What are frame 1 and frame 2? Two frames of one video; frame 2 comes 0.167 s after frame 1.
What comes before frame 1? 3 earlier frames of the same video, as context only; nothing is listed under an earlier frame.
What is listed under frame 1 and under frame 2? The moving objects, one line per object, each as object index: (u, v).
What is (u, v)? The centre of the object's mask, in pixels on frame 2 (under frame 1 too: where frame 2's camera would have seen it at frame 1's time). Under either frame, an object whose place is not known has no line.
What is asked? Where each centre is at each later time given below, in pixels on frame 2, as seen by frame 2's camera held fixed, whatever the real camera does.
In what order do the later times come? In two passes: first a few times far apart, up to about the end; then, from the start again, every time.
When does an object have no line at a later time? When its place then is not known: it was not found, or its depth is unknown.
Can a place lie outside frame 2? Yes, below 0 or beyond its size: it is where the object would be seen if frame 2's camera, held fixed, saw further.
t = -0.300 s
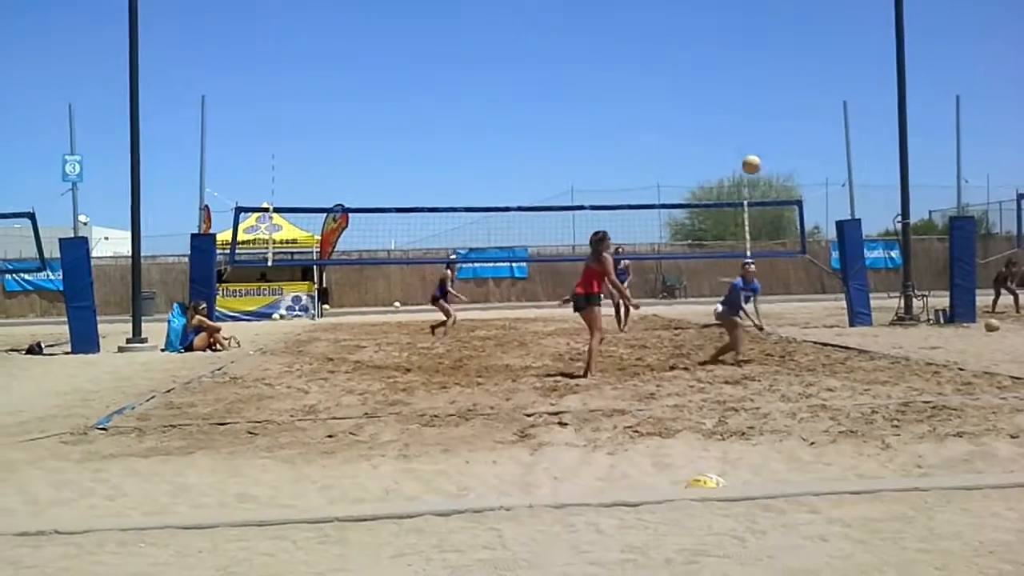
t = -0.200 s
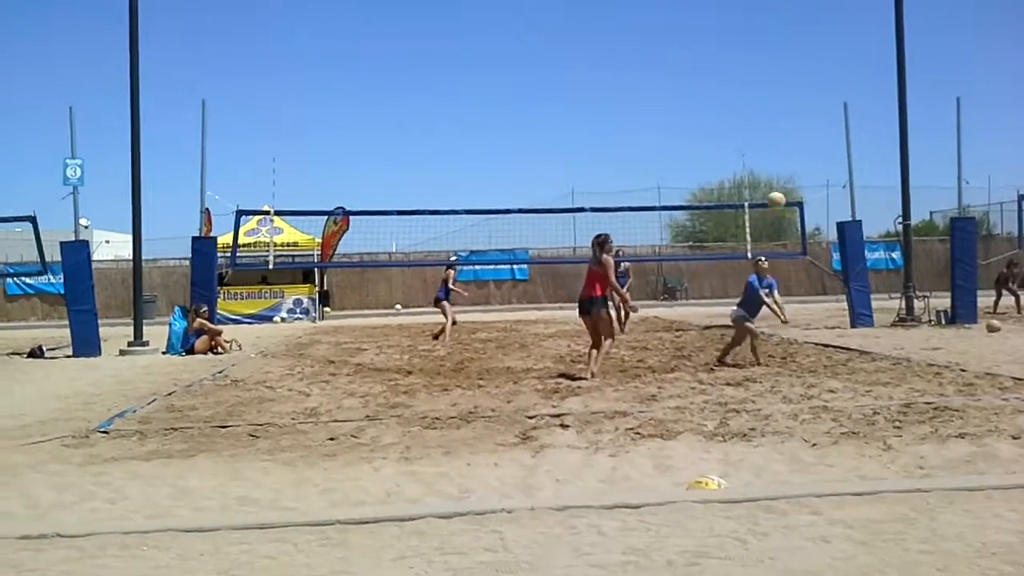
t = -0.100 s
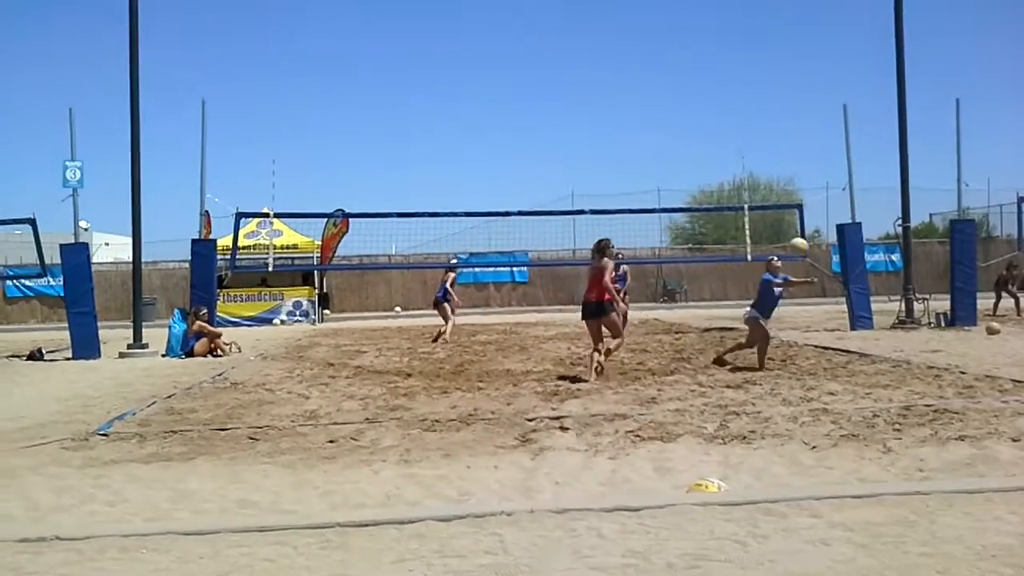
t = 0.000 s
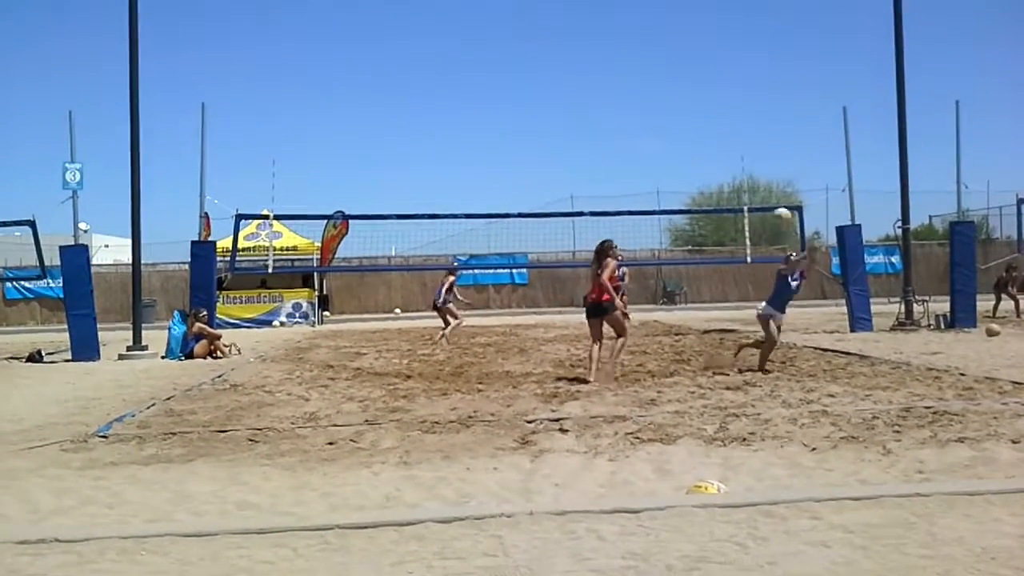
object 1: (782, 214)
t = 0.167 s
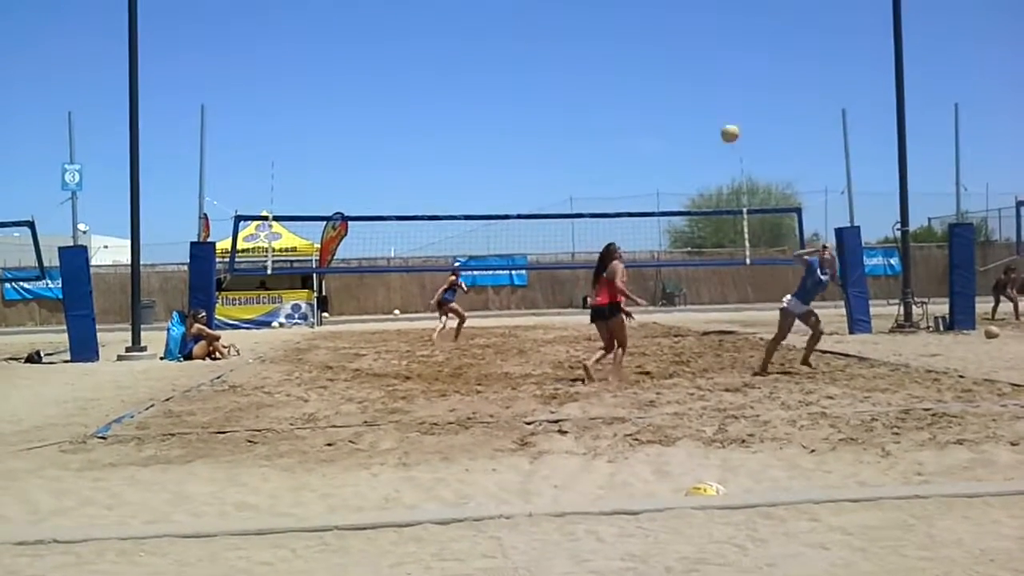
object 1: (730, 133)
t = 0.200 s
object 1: (720, 120)
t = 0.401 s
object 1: (666, 62)
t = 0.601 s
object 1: (617, 39)
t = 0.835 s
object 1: (567, 51)
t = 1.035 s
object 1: (530, 91)
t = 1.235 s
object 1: (496, 155)
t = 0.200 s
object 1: (720, 120)
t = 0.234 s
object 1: (710, 108)
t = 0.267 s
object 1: (701, 96)
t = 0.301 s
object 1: (693, 86)
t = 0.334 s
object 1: (684, 77)
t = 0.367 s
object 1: (674, 69)
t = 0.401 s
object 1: (666, 62)
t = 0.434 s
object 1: (657, 56)
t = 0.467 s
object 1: (649, 50)
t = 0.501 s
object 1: (641, 46)
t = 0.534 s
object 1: (633, 43)
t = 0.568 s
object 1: (625, 40)
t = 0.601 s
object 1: (617, 39)
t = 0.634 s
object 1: (610, 38)
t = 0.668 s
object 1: (602, 38)
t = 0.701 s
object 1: (595, 39)
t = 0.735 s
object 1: (588, 41)
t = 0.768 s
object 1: (581, 43)
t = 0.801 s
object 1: (574, 47)
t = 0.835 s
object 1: (567, 51)
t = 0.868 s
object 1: (560, 56)
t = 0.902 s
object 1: (554, 62)
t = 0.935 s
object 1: (548, 68)
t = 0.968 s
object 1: (542, 75)
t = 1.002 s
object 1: (536, 82)
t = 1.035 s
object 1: (530, 91)
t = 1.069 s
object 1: (524, 100)
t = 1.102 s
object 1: (518, 109)
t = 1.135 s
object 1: (512, 120)
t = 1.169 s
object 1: (507, 131)
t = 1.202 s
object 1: (502, 143)
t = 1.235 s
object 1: (496, 155)
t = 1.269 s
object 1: (492, 167)
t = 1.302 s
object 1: (486, 181)
